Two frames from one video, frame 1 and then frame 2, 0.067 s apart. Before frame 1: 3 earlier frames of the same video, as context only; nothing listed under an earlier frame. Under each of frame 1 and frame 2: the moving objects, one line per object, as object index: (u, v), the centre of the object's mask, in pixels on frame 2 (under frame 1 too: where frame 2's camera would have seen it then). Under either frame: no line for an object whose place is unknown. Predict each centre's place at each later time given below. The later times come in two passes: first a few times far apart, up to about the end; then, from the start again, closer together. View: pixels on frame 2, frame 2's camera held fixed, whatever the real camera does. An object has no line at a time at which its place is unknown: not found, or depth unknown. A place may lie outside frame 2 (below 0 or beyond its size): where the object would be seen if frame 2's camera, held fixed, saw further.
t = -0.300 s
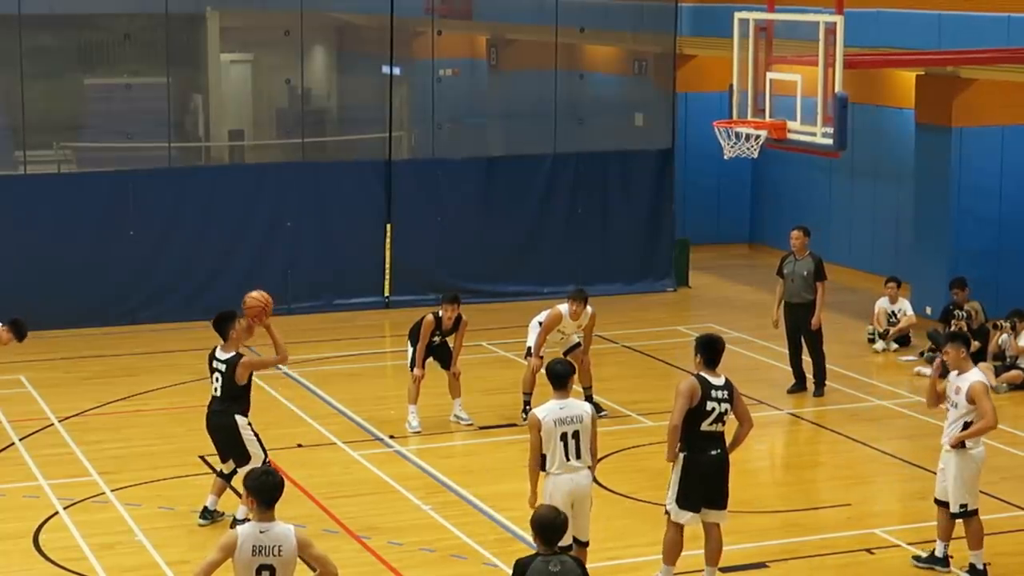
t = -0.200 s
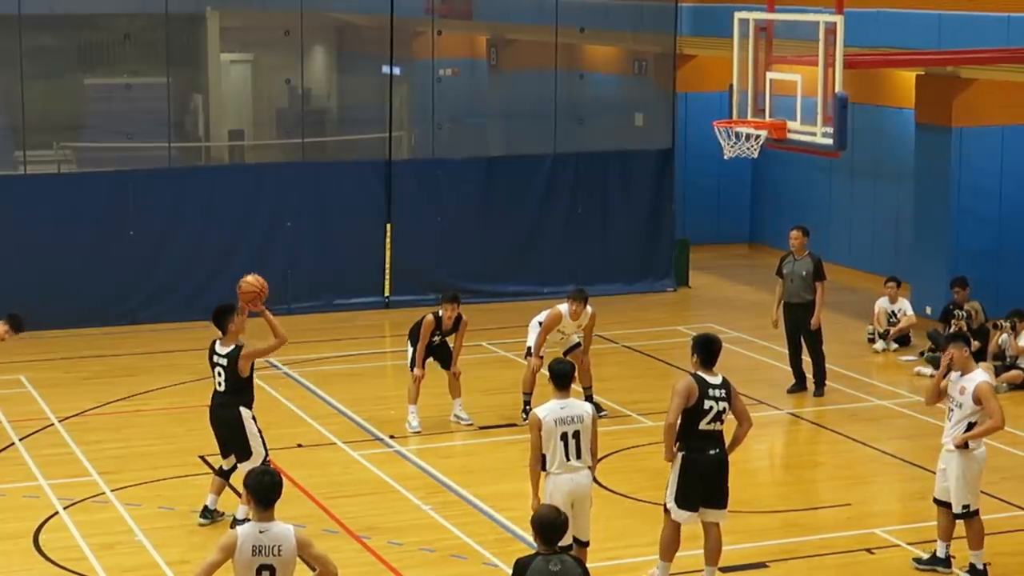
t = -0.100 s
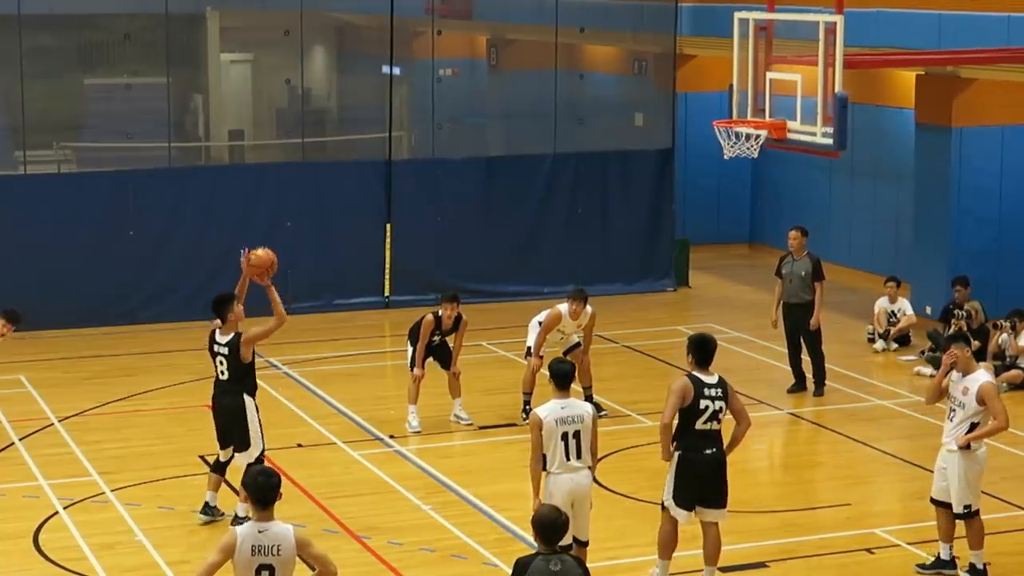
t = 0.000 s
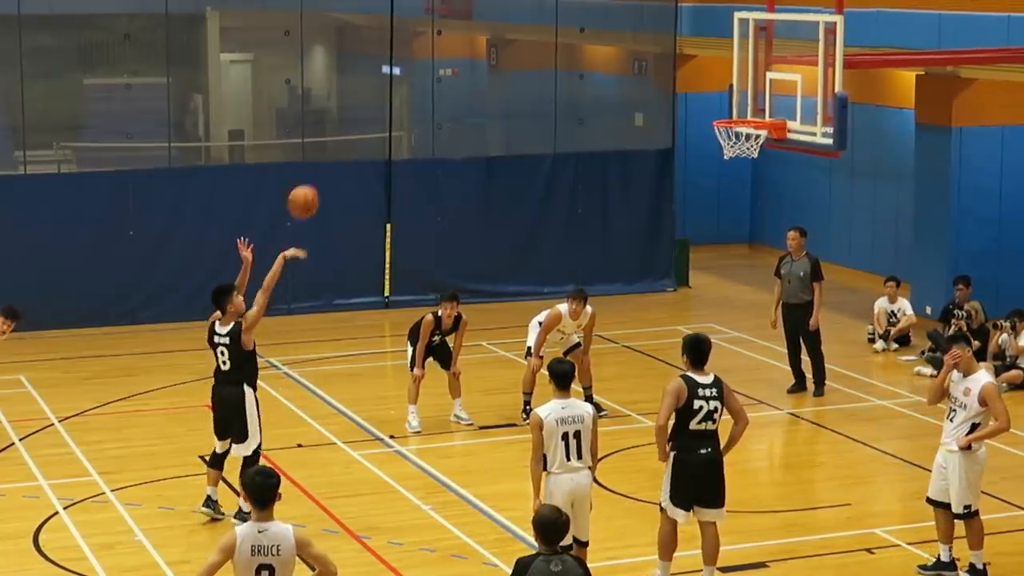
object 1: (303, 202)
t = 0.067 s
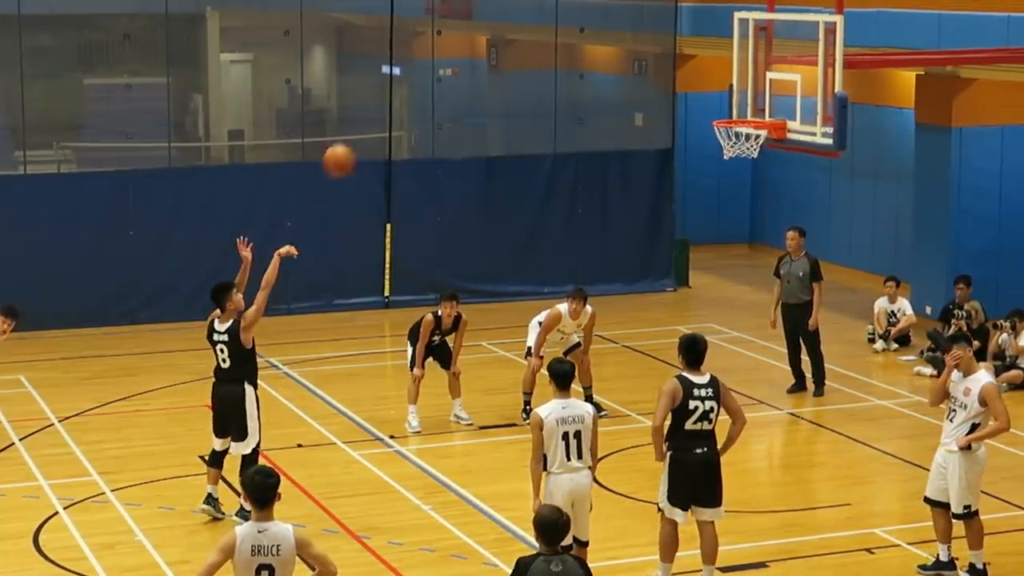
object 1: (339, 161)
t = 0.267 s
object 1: (443, 72)
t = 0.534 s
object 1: (576, 30)
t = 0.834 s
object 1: (717, 83)
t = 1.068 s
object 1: (751, 143)
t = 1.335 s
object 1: (788, 183)
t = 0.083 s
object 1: (347, 151)
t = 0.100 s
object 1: (356, 141)
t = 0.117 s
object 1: (365, 133)
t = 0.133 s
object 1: (374, 124)
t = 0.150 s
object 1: (382, 116)
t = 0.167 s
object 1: (391, 109)
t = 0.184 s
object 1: (400, 101)
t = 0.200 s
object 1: (409, 95)
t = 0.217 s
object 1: (417, 89)
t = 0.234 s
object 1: (426, 83)
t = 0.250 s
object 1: (434, 77)
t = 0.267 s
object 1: (443, 72)
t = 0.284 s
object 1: (451, 66)
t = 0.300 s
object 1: (458, 62)
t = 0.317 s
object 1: (468, 57)
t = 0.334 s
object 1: (477, 53)
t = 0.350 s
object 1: (485, 49)
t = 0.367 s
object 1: (493, 45)
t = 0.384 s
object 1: (501, 42)
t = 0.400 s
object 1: (510, 39)
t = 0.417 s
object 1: (519, 36)
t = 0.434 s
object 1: (527, 34)
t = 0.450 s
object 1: (535, 33)
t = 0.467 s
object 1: (544, 31)
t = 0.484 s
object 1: (552, 31)
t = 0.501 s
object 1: (560, 30)
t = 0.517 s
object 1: (568, 29)
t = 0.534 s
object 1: (576, 30)
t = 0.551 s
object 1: (584, 29)
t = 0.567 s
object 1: (592, 31)
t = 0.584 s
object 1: (600, 31)
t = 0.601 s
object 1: (608, 33)
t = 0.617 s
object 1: (616, 34)
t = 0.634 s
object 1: (624, 36)
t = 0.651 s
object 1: (632, 38)
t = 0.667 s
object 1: (640, 41)
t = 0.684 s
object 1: (647, 44)
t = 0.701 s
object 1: (655, 47)
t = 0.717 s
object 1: (662, 51)
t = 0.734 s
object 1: (670, 54)
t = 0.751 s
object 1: (678, 58)
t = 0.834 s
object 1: (717, 83)
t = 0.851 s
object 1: (724, 90)
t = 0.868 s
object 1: (731, 96)
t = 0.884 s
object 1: (739, 102)
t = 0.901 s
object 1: (746, 109)
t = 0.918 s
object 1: (754, 114)
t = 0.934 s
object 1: (753, 115)
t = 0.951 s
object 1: (744, 120)
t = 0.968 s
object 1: (733, 118)
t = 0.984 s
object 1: (727, 128)
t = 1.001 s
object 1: (731, 133)
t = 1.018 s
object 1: (734, 138)
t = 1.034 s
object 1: (739, 139)
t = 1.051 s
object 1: (742, 141)
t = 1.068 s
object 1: (751, 143)
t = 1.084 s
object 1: (751, 150)
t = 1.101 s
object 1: (755, 152)
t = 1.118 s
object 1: (757, 161)
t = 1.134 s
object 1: (760, 159)
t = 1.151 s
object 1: (762, 158)
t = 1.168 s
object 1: (765, 157)
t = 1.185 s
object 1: (767, 158)
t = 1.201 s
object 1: (770, 159)
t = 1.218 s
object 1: (772, 161)
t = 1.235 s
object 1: (774, 163)
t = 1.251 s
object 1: (777, 166)
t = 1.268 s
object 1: (778, 169)
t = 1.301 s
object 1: (784, 175)
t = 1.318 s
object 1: (786, 179)
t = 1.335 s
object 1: (788, 183)
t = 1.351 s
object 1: (791, 187)
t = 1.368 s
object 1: (793, 192)
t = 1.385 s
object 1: (795, 197)
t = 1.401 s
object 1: (798, 202)
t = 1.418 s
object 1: (800, 208)
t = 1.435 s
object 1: (802, 213)
